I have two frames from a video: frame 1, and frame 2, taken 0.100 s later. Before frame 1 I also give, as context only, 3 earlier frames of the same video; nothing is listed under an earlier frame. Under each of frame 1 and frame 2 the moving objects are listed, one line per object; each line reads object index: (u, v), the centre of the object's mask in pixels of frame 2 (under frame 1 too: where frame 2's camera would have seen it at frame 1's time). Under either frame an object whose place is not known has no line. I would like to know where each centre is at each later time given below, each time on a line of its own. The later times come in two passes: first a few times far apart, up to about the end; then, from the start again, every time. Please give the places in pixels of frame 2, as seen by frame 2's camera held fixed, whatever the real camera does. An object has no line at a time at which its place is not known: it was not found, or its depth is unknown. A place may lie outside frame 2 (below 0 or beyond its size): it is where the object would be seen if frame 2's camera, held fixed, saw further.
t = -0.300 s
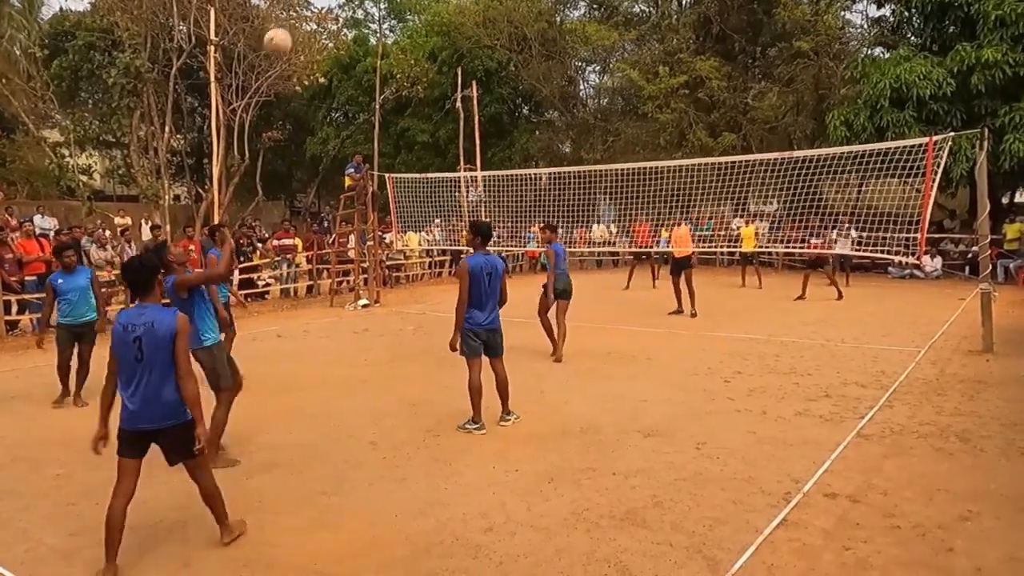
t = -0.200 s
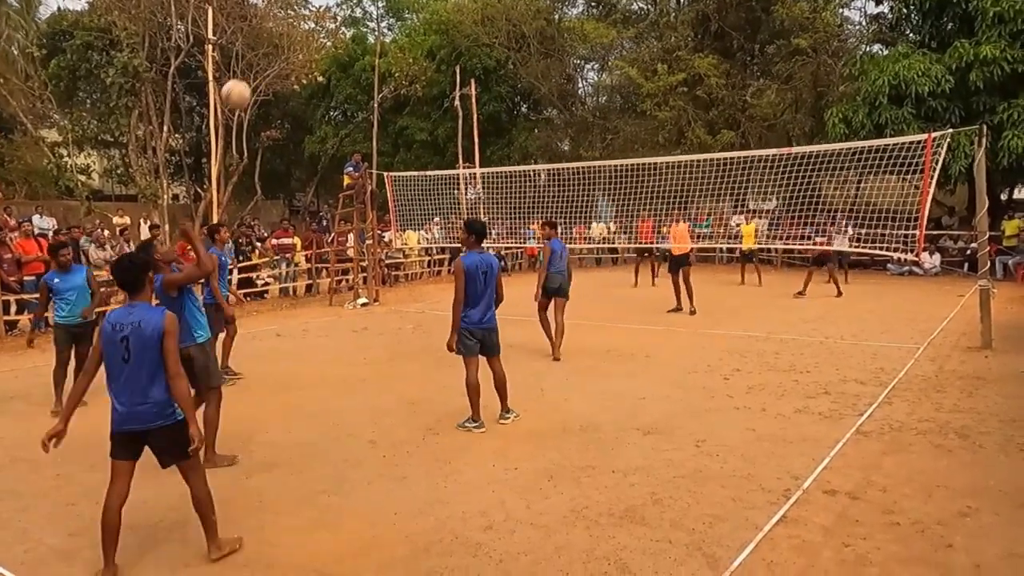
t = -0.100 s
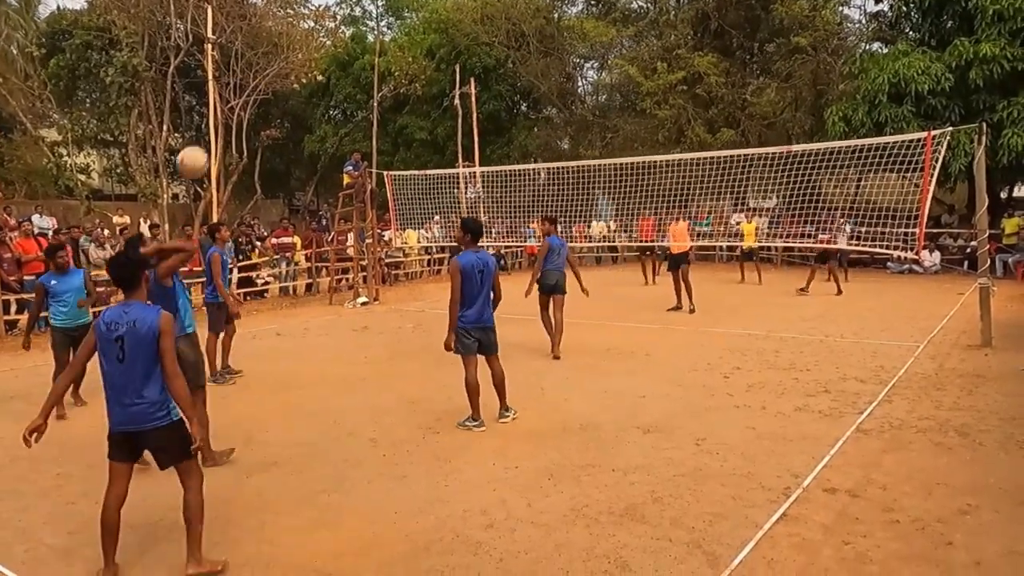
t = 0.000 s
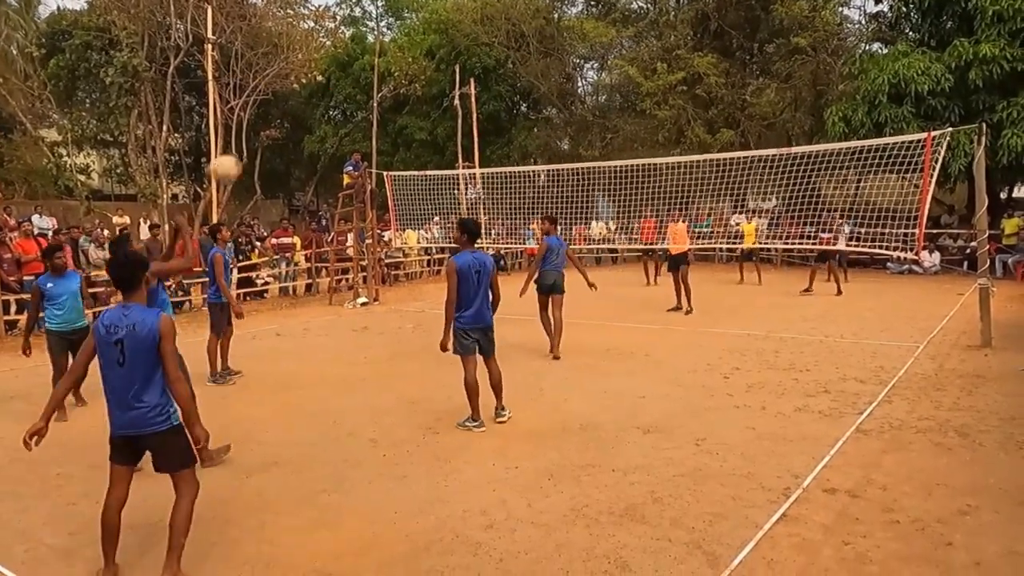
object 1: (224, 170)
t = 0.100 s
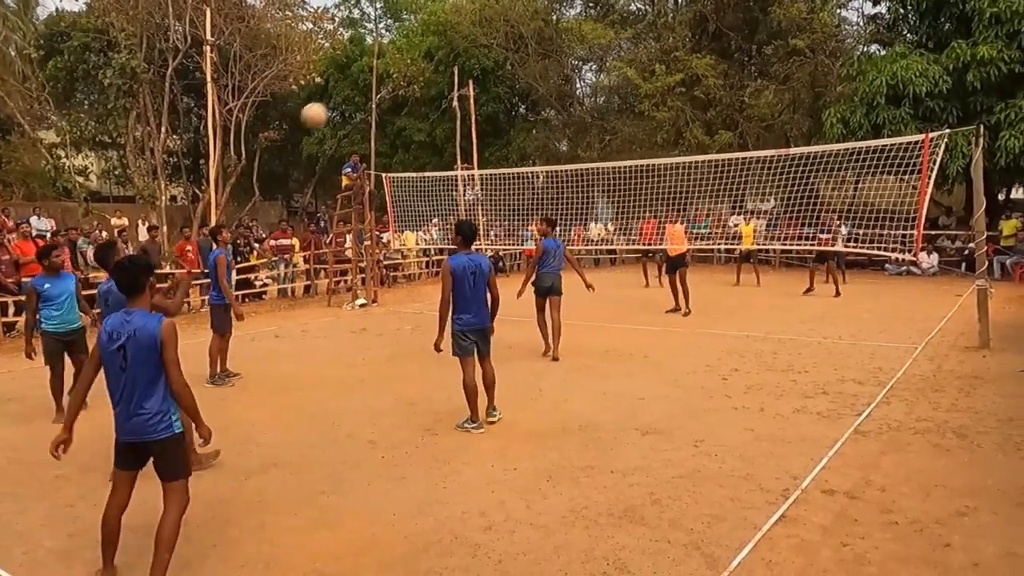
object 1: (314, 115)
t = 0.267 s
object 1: (425, 69)
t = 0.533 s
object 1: (541, 61)
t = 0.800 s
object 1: (617, 97)
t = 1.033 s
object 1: (667, 146)
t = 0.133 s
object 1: (340, 102)
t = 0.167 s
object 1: (362, 91)
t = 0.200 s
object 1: (386, 81)
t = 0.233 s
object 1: (405, 75)
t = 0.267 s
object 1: (425, 69)
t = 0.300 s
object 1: (443, 64)
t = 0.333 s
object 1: (460, 61)
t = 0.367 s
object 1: (475, 59)
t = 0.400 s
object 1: (490, 58)
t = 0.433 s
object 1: (504, 57)
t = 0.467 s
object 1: (517, 58)
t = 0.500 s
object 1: (529, 58)
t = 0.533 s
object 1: (541, 61)
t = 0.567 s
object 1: (553, 65)
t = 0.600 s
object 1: (563, 68)
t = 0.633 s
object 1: (573, 71)
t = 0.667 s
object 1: (583, 76)
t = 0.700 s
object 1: (592, 80)
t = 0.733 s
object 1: (601, 85)
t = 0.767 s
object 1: (609, 91)
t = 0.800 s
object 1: (617, 97)
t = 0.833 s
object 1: (625, 103)
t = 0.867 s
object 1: (633, 110)
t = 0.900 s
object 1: (640, 116)
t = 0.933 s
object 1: (647, 124)
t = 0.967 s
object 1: (654, 131)
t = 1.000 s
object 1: (661, 139)
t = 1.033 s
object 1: (667, 146)
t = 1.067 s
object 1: (673, 153)
